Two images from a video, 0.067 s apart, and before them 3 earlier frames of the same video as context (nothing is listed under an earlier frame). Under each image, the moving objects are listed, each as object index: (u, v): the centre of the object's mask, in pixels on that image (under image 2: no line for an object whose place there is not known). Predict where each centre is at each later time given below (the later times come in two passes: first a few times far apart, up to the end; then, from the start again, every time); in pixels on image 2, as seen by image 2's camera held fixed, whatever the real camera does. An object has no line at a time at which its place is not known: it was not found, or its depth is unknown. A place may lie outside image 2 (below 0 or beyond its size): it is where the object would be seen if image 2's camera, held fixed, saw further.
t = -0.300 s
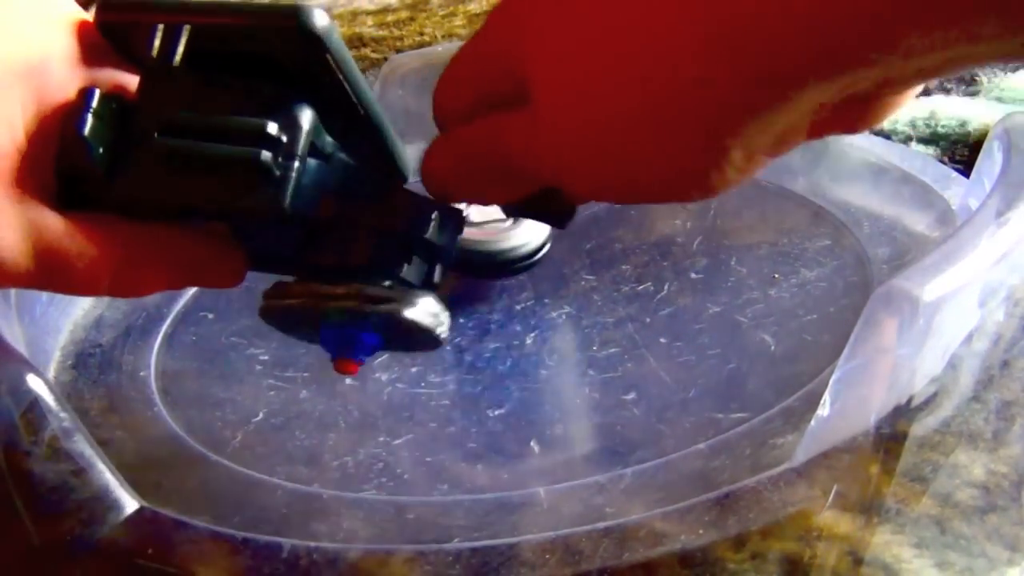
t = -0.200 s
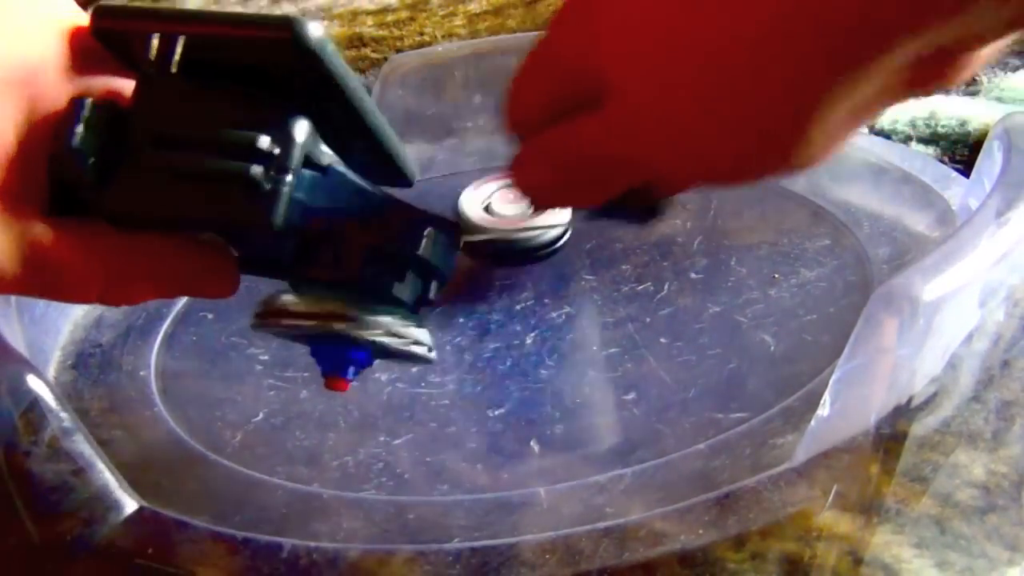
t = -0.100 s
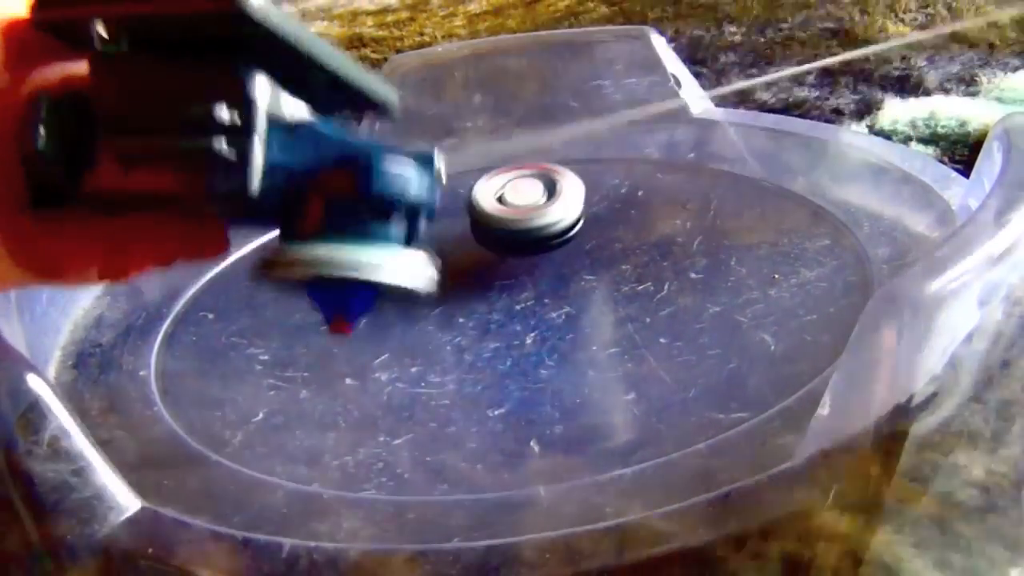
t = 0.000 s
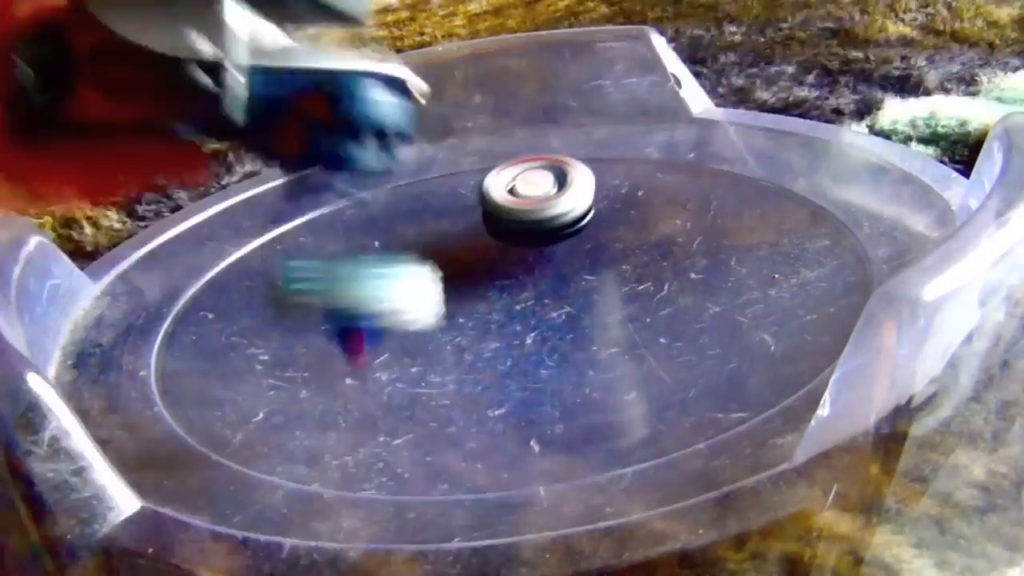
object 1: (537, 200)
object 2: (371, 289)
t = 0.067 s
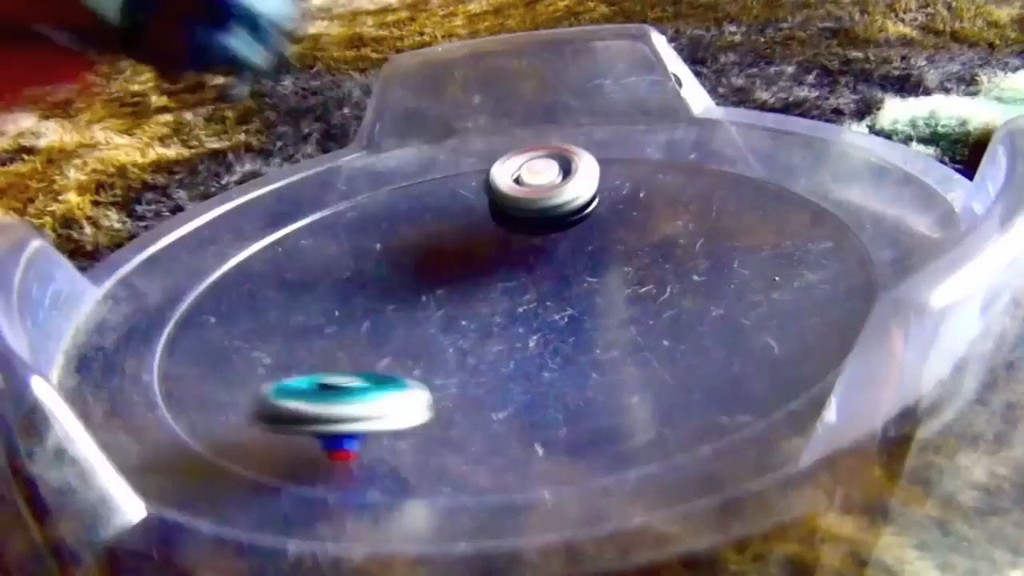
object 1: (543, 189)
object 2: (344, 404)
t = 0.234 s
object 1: (516, 197)
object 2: (126, 351)
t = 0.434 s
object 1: (567, 229)
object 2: (144, 281)
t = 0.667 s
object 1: (628, 205)
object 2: (132, 247)
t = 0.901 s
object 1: (614, 211)
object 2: (125, 242)
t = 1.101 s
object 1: (599, 237)
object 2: (127, 241)
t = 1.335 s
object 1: (614, 270)
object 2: (151, 225)
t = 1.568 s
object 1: (624, 275)
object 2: (179, 208)
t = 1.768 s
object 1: (615, 280)
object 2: (200, 196)
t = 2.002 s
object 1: (594, 290)
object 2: (231, 180)
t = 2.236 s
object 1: (544, 308)
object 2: (269, 165)
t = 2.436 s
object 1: (512, 320)
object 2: (291, 155)
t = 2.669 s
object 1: (501, 323)
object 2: (336, 143)
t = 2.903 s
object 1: (482, 324)
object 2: (339, 169)
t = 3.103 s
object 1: (460, 331)
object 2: (447, 260)
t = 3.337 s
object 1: (431, 317)
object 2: (575, 114)
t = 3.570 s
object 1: (388, 328)
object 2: (482, 136)
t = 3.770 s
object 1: (409, 328)
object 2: (449, 256)
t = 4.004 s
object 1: (504, 283)
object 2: (680, 156)
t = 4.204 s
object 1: (378, 247)
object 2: (567, 126)
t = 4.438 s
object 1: (301, 319)
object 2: (490, 270)
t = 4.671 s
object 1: (528, 363)
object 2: (795, 155)
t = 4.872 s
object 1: (627, 224)
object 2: (689, 116)
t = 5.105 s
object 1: (343, 255)
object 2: (582, 247)
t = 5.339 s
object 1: (365, 362)
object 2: (845, 259)
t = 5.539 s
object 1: (597, 311)
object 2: (845, 187)
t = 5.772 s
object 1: (260, 257)
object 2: (769, 149)
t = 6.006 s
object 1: (120, 330)
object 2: (499, 294)
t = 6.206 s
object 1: (223, 386)
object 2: (589, 416)
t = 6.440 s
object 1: (509, 337)
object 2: (802, 331)
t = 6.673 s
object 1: (505, 225)
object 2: (610, 280)
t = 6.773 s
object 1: (441, 199)
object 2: (443, 303)
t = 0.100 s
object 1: (540, 187)
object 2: (305, 399)
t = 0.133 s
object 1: (536, 184)
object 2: (256, 390)
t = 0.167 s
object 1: (528, 186)
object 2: (194, 380)
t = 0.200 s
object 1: (520, 190)
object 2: (151, 361)
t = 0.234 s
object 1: (516, 197)
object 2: (126, 351)
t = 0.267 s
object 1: (514, 204)
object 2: (130, 336)
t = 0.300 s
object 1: (517, 213)
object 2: (123, 326)
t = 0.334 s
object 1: (525, 219)
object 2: (126, 312)
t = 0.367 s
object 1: (537, 225)
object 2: (132, 300)
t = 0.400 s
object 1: (551, 227)
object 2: (137, 290)
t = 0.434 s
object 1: (567, 229)
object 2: (144, 281)
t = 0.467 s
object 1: (585, 227)
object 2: (148, 275)
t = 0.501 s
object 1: (600, 224)
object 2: (148, 270)
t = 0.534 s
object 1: (612, 219)
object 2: (149, 265)
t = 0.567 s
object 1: (622, 214)
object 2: (148, 261)
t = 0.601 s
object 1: (627, 209)
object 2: (145, 257)
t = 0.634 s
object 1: (629, 206)
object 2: (141, 252)
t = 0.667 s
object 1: (628, 205)
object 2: (132, 247)
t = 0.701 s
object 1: (628, 204)
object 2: (122, 241)
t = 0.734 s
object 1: (625, 204)
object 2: (125, 243)
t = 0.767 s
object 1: (623, 205)
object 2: (125, 243)
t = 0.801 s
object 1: (621, 206)
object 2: (125, 243)
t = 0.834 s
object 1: (619, 207)
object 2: (125, 243)
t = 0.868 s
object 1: (616, 209)
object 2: (125, 242)
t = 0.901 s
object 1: (614, 211)
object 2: (125, 242)
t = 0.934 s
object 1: (611, 214)
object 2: (126, 242)
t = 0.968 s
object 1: (608, 218)
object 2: (126, 242)
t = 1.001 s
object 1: (606, 221)
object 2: (126, 242)
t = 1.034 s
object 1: (603, 226)
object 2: (126, 241)
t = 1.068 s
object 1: (601, 231)
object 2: (127, 241)
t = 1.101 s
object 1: (599, 237)
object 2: (127, 241)
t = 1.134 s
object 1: (598, 242)
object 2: (129, 240)
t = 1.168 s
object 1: (597, 248)
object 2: (131, 239)
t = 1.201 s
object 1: (597, 253)
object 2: (134, 237)
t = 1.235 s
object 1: (599, 259)
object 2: (137, 235)
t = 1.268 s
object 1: (603, 264)
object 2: (141, 232)
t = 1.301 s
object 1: (609, 267)
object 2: (146, 229)
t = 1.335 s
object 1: (614, 270)
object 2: (151, 225)
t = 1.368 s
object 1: (618, 271)
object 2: (157, 221)
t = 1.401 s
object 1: (620, 272)
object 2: (161, 218)
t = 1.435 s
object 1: (621, 273)
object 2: (165, 216)
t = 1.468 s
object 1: (622, 273)
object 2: (169, 214)
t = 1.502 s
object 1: (623, 274)
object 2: (172, 212)
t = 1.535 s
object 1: (624, 275)
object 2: (175, 210)
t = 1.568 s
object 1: (624, 275)
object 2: (179, 208)
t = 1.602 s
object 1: (623, 276)
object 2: (183, 205)
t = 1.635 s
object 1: (622, 277)
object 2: (186, 203)
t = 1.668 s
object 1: (621, 278)
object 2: (190, 201)
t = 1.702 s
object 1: (619, 279)
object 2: (192, 199)
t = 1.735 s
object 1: (617, 279)
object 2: (197, 197)
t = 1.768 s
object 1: (615, 280)
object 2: (200, 196)
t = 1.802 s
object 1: (613, 281)
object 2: (202, 195)
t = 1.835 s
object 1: (611, 283)
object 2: (205, 194)
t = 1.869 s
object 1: (608, 284)
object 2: (209, 191)
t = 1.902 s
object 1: (605, 286)
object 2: (214, 190)
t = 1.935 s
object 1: (602, 287)
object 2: (220, 186)
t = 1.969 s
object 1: (598, 288)
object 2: (226, 183)
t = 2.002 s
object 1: (594, 290)
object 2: (231, 180)
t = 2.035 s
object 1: (587, 292)
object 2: (237, 177)
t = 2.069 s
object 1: (580, 294)
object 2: (241, 176)
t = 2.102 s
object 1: (572, 297)
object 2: (246, 173)
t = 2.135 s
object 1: (564, 300)
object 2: (250, 171)
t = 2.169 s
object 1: (556, 303)
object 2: (258, 169)
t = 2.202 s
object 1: (550, 305)
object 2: (263, 166)
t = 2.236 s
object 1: (544, 308)
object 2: (269, 165)
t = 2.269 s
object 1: (538, 310)
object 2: (272, 163)
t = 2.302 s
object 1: (533, 312)
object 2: (275, 162)
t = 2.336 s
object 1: (528, 314)
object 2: (278, 161)
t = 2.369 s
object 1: (521, 317)
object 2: (282, 159)
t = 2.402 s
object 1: (515, 319)
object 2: (287, 157)
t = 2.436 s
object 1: (512, 320)
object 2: (291, 155)
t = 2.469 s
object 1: (510, 321)
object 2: (296, 153)
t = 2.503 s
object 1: (509, 321)
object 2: (303, 151)
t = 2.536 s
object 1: (508, 322)
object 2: (310, 149)
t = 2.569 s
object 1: (506, 322)
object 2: (319, 146)
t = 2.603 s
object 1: (504, 323)
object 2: (328, 143)
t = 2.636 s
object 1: (502, 323)
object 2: (336, 140)
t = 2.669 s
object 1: (501, 323)
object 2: (336, 143)
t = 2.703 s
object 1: (498, 323)
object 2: (336, 144)
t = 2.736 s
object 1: (496, 324)
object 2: (337, 144)
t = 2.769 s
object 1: (493, 324)
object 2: (337, 146)
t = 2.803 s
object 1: (491, 324)
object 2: (336, 149)
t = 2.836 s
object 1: (488, 324)
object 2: (335, 153)
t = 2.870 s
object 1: (485, 324)
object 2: (337, 159)
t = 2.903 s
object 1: (482, 324)
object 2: (339, 169)
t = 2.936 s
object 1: (478, 324)
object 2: (342, 183)
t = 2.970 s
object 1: (475, 323)
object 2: (348, 201)
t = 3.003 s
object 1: (470, 322)
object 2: (356, 222)
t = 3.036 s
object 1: (466, 322)
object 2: (372, 250)
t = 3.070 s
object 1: (461, 321)
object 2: (397, 265)
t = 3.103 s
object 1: (460, 331)
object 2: (447, 260)
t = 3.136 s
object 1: (463, 337)
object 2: (494, 254)
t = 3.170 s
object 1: (468, 336)
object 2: (536, 236)
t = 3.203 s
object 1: (469, 332)
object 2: (569, 212)
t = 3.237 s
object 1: (465, 326)
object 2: (590, 184)
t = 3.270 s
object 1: (456, 322)
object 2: (597, 158)
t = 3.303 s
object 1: (444, 319)
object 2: (593, 133)
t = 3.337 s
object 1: (431, 317)
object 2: (575, 114)
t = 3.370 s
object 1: (417, 317)
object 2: (554, 121)
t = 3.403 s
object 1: (405, 318)
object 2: (534, 126)
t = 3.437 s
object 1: (394, 321)
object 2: (522, 125)
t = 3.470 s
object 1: (387, 323)
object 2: (513, 125)
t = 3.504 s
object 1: (383, 326)
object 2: (505, 127)
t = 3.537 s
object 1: (384, 328)
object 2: (495, 130)
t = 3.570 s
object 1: (388, 328)
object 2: (482, 136)
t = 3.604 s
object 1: (391, 327)
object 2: (465, 149)
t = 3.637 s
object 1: (396, 326)
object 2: (445, 169)
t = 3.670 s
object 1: (402, 324)
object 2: (427, 194)
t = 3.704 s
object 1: (406, 321)
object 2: (416, 226)
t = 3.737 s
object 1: (410, 317)
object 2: (422, 246)
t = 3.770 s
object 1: (409, 328)
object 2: (449, 256)
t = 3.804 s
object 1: (415, 338)
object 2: (486, 261)
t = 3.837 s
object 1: (434, 340)
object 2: (527, 262)
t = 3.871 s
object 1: (459, 335)
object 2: (576, 252)
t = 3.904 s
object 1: (482, 324)
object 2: (621, 231)
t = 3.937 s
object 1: (498, 311)
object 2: (654, 207)
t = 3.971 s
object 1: (506, 297)
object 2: (674, 181)
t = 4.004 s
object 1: (504, 283)
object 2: (680, 156)
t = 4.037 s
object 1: (493, 271)
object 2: (673, 131)
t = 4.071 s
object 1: (476, 260)
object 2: (651, 117)
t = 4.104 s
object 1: (454, 252)
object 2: (623, 121)
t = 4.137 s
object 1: (429, 247)
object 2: (600, 121)
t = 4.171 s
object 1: (404, 245)
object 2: (582, 122)
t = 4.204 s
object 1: (378, 247)
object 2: (567, 126)
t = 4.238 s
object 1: (355, 252)
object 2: (545, 134)
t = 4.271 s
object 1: (335, 259)
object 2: (517, 149)
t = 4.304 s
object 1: (321, 269)
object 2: (488, 170)
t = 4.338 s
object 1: (315, 280)
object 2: (461, 198)
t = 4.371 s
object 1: (318, 291)
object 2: (440, 229)
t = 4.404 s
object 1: (330, 302)
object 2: (441, 260)
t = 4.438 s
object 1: (301, 319)
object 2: (490, 270)
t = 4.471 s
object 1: (271, 343)
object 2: (556, 273)
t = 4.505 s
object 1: (266, 360)
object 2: (616, 271)
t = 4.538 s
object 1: (291, 374)
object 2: (671, 260)
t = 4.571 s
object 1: (340, 383)
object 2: (722, 238)
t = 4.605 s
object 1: (403, 384)
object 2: (761, 210)
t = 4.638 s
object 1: (468, 378)
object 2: (789, 182)
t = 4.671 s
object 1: (528, 363)
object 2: (795, 155)
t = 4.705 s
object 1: (579, 341)
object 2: (782, 140)
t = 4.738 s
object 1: (615, 318)
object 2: (777, 124)
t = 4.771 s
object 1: (635, 292)
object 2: (773, 108)
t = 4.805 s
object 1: (644, 266)
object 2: (750, 101)
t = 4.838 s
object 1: (640, 245)
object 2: (717, 105)
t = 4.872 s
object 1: (627, 224)
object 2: (689, 116)
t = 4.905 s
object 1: (606, 206)
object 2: (662, 136)
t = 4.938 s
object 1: (555, 197)
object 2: (654, 144)
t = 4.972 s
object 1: (502, 208)
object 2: (643, 154)
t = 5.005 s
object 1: (449, 223)
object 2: (630, 171)
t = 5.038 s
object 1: (406, 229)
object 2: (610, 192)
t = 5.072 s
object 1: (372, 240)
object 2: (591, 219)
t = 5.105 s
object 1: (343, 255)
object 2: (582, 247)
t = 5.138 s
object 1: (320, 269)
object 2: (587, 272)
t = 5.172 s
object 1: (301, 288)
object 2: (606, 290)
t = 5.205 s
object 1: (293, 305)
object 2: (639, 301)
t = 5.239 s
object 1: (294, 323)
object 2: (683, 306)
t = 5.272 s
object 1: (307, 339)
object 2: (740, 295)
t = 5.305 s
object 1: (330, 352)
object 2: (795, 280)
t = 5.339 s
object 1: (365, 362)
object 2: (845, 259)
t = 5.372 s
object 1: (407, 366)
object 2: (877, 228)
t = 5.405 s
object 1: (454, 365)
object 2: (890, 217)
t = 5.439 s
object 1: (499, 358)
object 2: (888, 205)
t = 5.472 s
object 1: (540, 346)
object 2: (874, 199)
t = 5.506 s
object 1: (574, 330)
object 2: (863, 192)
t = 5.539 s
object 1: (597, 311)
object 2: (845, 187)
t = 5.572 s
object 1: (608, 292)
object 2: (815, 189)
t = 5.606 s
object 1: (612, 274)
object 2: (773, 191)
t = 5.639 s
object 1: (606, 258)
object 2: (726, 201)
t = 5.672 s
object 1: (520, 249)
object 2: (739, 185)
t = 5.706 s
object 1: (410, 262)
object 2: (772, 163)
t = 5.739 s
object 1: (326, 259)
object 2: (778, 150)
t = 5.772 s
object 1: (260, 257)
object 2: (769, 149)
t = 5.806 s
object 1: (210, 259)
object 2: (745, 158)
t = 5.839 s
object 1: (170, 267)
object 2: (711, 170)
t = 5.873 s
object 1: (144, 280)
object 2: (667, 187)
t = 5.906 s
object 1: (125, 294)
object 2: (622, 209)
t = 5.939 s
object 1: (120, 308)
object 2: (573, 236)
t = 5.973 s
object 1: (121, 320)
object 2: (533, 263)
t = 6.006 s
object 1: (120, 330)
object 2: (499, 294)
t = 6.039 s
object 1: (121, 340)
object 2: (477, 322)
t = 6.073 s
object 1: (127, 350)
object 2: (467, 351)
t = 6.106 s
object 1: (138, 359)
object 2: (475, 374)
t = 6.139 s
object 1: (154, 366)
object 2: (500, 394)
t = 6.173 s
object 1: (183, 374)
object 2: (539, 407)
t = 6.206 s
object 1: (223, 386)
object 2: (589, 416)
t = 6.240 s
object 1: (265, 386)
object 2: (648, 402)
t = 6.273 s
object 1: (311, 386)
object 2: (708, 392)
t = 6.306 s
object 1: (360, 384)
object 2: (751, 382)
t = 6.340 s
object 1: (406, 377)
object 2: (768, 368)
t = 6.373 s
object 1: (449, 367)
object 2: (783, 357)
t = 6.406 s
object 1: (483, 354)
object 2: (793, 345)
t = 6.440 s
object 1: (509, 337)
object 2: (802, 331)
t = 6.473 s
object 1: (528, 319)
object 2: (805, 318)
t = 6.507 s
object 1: (540, 303)
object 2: (804, 307)
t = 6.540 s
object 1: (544, 284)
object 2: (786, 295)
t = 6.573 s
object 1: (541, 266)
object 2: (750, 286)
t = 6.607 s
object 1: (534, 251)
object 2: (710, 279)
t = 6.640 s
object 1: (520, 237)
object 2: (663, 277)
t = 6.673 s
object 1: (505, 225)
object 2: (610, 280)
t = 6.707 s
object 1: (485, 214)
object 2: (555, 285)
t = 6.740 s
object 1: (464, 205)
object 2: (497, 292)
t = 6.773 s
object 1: (441, 199)
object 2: (443, 303)
